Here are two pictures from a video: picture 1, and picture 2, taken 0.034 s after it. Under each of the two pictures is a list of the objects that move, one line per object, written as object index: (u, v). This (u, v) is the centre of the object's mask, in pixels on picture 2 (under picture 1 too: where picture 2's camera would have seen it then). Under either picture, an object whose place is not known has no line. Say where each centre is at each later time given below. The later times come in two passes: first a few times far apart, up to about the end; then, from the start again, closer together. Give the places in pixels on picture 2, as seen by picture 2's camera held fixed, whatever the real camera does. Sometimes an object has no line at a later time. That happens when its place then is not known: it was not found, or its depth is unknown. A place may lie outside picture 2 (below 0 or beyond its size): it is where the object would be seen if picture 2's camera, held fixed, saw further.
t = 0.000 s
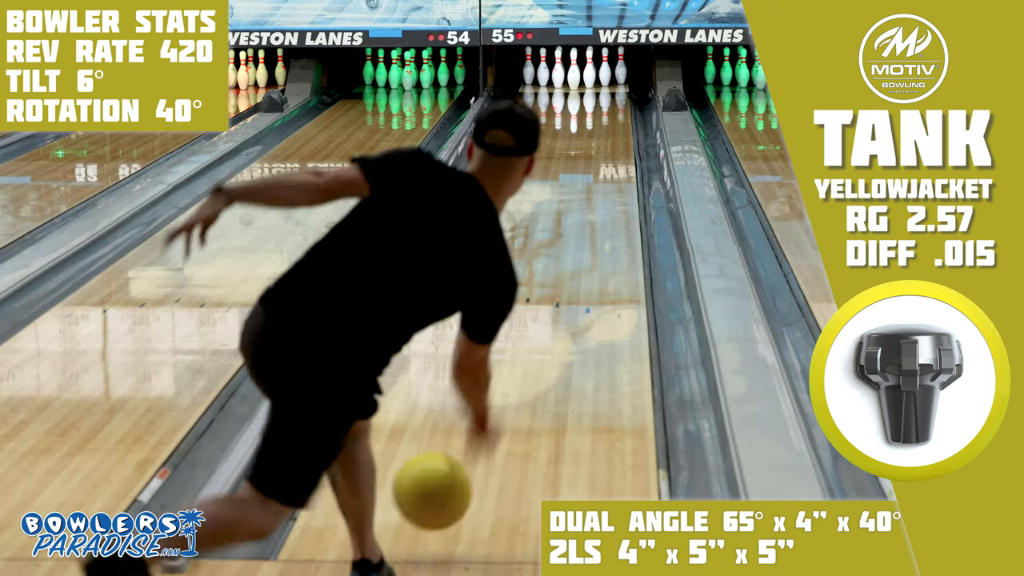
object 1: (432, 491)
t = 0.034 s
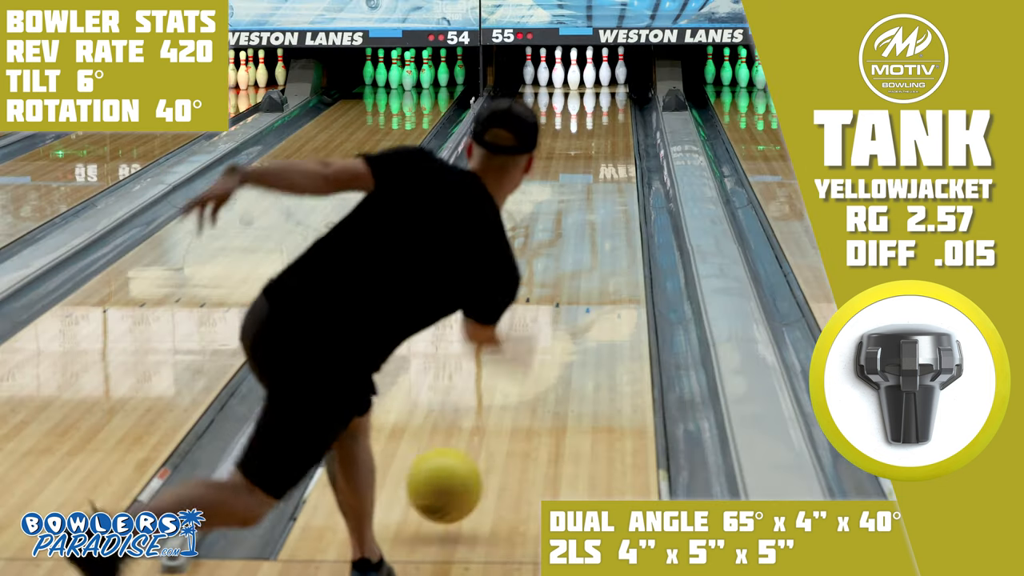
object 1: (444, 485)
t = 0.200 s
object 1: (491, 417)
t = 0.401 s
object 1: (531, 341)
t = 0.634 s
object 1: (563, 277)
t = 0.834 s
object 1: (582, 236)
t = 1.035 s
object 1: (596, 204)
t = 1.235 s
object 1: (605, 177)
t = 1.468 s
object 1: (611, 151)
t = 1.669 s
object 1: (611, 134)
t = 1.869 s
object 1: (610, 119)
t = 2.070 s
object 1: (606, 106)
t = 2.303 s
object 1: (597, 93)
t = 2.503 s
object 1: (588, 83)
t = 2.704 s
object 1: (587, 76)
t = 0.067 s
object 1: (455, 482)
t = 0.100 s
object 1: (465, 462)
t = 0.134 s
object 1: (474, 445)
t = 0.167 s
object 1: (483, 432)
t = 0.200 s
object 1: (491, 417)
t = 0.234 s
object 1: (499, 402)
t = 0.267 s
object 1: (506, 388)
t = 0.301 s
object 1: (513, 375)
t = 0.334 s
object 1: (519, 364)
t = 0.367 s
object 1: (525, 352)
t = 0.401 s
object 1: (531, 341)
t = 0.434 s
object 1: (536, 330)
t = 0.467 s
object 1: (541, 320)
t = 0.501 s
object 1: (546, 311)
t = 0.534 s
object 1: (550, 302)
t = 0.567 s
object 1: (550, 299)
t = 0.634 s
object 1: (563, 277)
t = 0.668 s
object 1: (566, 270)
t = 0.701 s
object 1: (570, 263)
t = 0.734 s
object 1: (573, 256)
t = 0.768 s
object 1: (576, 249)
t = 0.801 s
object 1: (579, 243)
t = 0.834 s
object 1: (582, 236)
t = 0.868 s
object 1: (585, 231)
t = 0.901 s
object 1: (587, 225)
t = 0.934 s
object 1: (590, 219)
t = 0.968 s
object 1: (592, 214)
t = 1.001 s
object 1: (594, 208)
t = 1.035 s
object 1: (596, 204)
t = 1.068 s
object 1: (598, 199)
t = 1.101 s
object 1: (600, 194)
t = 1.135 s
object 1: (601, 190)
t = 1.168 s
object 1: (603, 185)
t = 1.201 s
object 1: (604, 181)
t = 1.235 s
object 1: (605, 177)
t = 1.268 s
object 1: (607, 173)
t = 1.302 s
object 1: (608, 169)
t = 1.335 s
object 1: (609, 165)
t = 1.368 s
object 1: (609, 162)
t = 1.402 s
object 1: (610, 158)
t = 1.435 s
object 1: (610, 155)
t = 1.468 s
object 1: (611, 151)
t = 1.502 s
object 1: (611, 148)
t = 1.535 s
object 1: (611, 145)
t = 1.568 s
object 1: (612, 142)
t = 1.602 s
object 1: (612, 139)
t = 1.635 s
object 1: (612, 137)
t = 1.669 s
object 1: (611, 134)
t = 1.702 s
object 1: (612, 131)
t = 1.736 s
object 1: (611, 129)
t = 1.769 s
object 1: (611, 126)
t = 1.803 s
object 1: (611, 123)
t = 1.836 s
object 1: (610, 121)
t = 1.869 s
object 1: (610, 119)
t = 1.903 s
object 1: (609, 116)
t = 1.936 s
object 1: (608, 114)
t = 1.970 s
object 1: (608, 112)
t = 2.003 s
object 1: (607, 110)
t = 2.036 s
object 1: (606, 108)
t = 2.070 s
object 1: (606, 106)
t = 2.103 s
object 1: (604, 104)
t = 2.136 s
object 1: (603, 102)
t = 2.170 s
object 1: (602, 100)
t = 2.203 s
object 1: (601, 98)
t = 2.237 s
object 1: (600, 96)
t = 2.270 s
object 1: (598, 94)
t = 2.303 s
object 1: (597, 93)
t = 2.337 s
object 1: (596, 91)
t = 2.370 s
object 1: (594, 89)
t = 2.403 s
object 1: (593, 88)
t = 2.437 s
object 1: (591, 86)
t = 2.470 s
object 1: (589, 84)
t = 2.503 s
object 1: (588, 83)
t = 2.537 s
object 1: (587, 82)
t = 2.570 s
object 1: (585, 80)
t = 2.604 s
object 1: (585, 79)
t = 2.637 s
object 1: (586, 78)
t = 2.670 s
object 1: (587, 77)
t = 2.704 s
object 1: (587, 76)
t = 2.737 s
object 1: (588, 76)
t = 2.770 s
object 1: (590, 75)
